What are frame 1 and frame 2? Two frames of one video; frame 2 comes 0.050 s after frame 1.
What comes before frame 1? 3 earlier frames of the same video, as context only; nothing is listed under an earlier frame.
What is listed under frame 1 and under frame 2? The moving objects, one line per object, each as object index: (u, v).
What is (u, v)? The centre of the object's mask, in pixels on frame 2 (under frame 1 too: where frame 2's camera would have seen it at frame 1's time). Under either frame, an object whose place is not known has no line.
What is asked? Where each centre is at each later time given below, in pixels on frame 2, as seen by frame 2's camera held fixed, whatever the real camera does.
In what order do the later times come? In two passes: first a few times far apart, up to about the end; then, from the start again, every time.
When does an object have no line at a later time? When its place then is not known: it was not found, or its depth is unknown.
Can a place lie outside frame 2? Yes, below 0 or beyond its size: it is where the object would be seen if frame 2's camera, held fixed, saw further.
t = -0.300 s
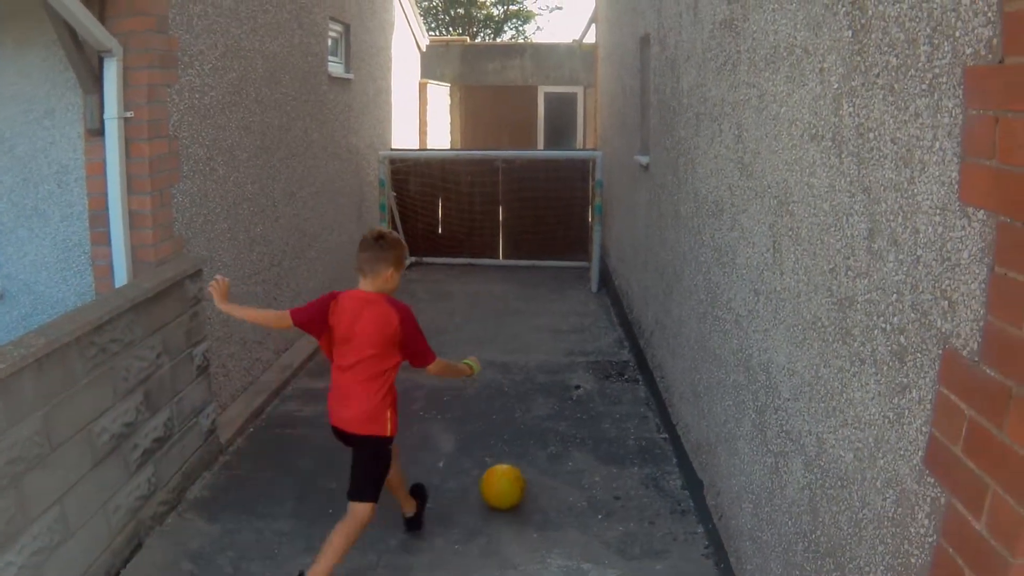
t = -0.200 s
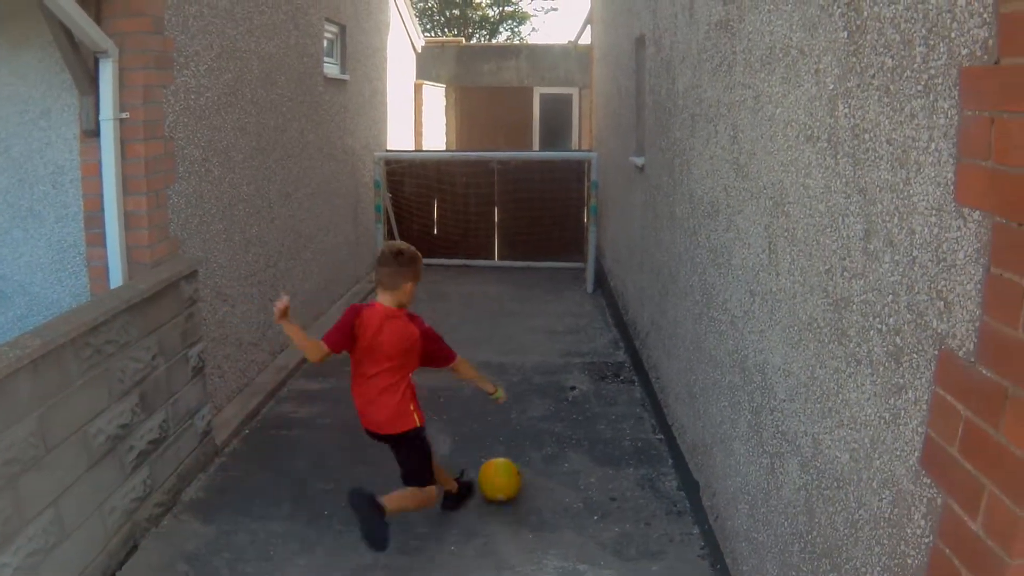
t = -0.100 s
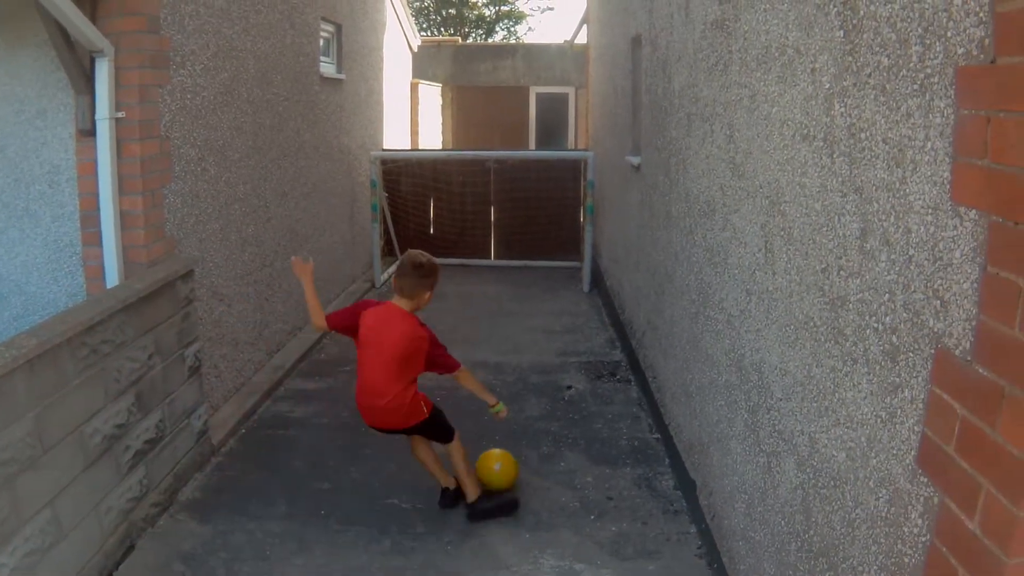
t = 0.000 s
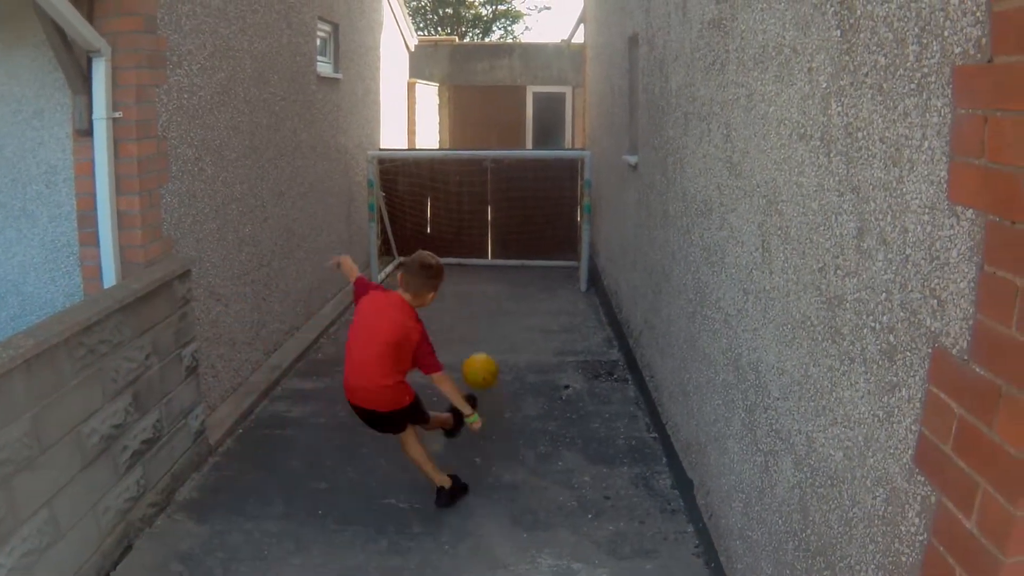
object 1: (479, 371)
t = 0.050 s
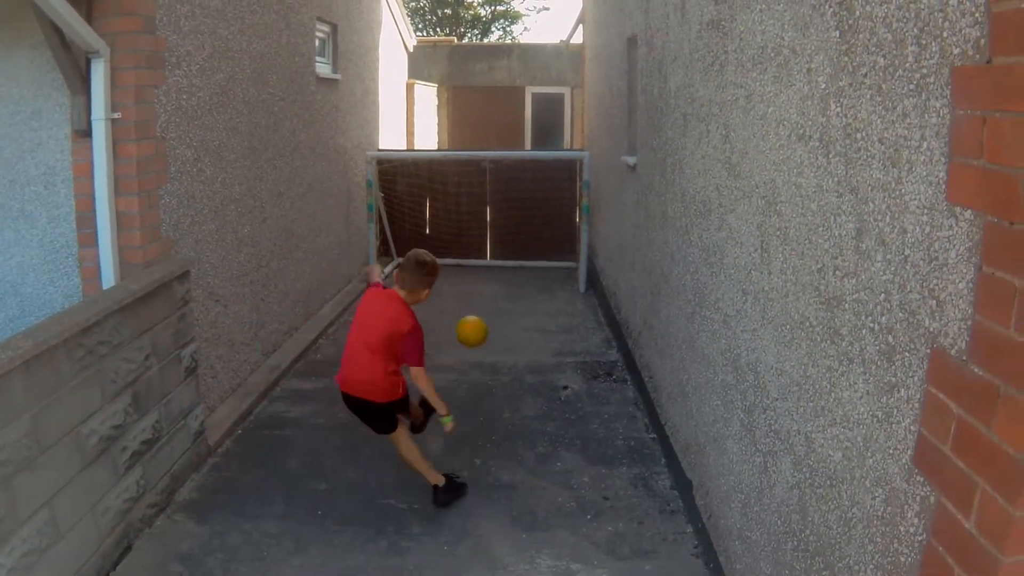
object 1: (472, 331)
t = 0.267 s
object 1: (452, 256)
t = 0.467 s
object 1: (440, 257)
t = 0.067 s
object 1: (470, 321)
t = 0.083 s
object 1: (468, 311)
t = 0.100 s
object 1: (466, 303)
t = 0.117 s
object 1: (464, 295)
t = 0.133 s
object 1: (463, 288)
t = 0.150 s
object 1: (461, 281)
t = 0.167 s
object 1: (460, 276)
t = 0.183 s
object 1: (459, 272)
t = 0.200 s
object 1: (457, 267)
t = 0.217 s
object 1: (456, 264)
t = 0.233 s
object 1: (455, 261)
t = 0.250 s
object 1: (453, 258)
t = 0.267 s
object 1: (452, 256)
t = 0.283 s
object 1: (451, 254)
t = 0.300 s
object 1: (450, 253)
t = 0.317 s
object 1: (448, 252)
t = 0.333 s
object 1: (447, 252)
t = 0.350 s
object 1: (447, 252)
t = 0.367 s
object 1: (445, 252)
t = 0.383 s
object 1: (444, 252)
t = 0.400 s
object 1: (444, 252)
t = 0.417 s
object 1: (443, 253)
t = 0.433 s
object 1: (442, 254)
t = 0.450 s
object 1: (441, 255)
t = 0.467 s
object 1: (440, 257)
